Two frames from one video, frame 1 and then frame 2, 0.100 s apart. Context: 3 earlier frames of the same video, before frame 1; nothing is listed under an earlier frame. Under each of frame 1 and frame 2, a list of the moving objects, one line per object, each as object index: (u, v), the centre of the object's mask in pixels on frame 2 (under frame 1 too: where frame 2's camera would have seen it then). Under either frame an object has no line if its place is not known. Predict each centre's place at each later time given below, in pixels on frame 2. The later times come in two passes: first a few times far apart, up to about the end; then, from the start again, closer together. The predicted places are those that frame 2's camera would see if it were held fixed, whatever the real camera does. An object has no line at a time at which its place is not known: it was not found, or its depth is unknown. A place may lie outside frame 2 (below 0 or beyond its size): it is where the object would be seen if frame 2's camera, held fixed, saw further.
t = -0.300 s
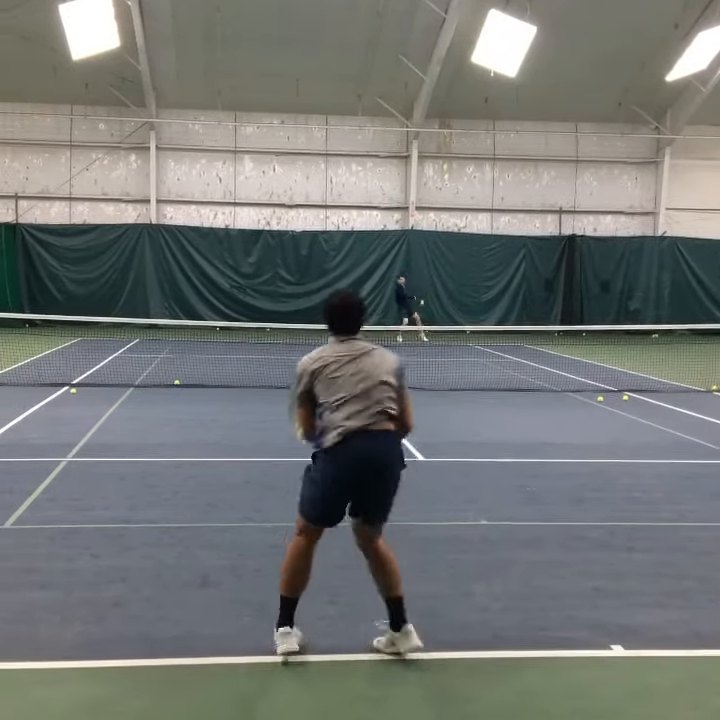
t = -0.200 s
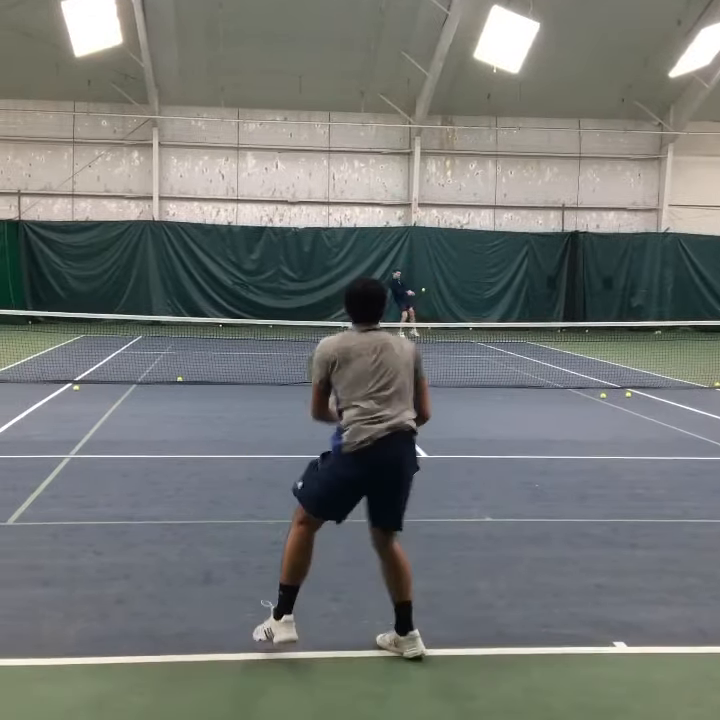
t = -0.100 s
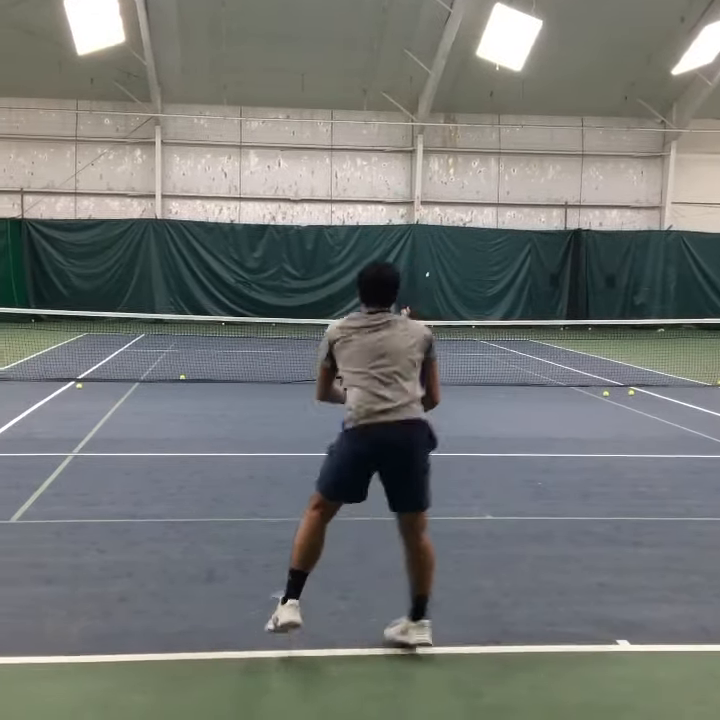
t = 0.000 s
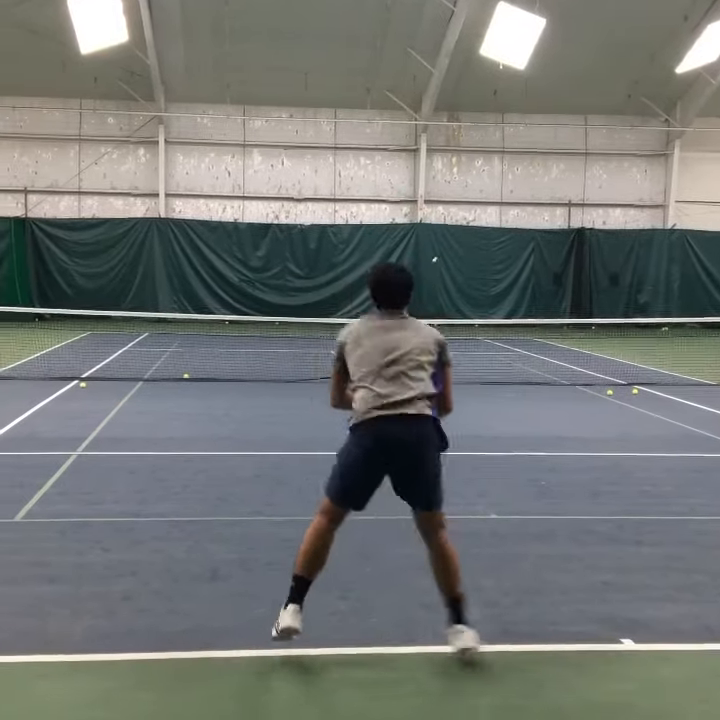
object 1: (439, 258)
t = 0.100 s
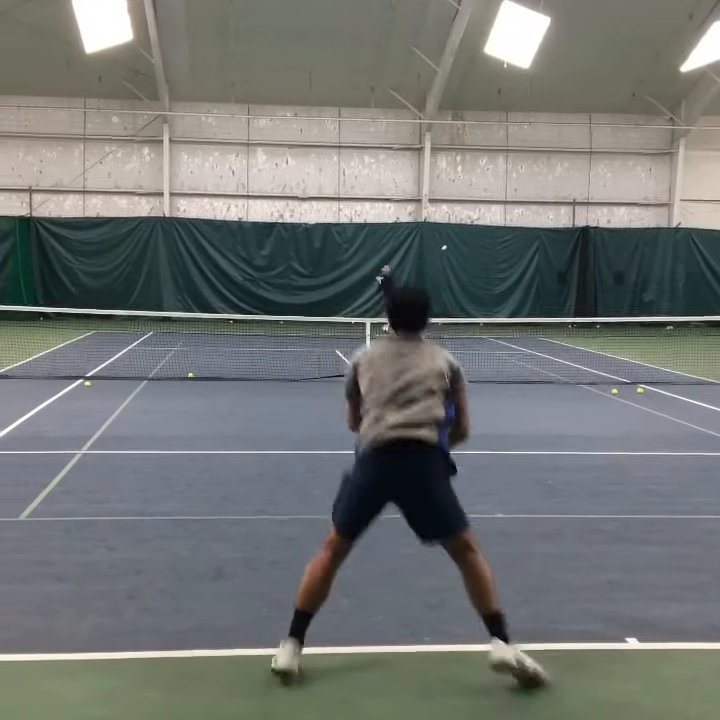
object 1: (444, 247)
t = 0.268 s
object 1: (456, 239)
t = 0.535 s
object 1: (492, 266)
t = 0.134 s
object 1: (447, 244)
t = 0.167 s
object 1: (448, 242)
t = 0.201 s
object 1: (451, 241)
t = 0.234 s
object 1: (454, 239)
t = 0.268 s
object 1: (456, 239)
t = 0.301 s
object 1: (460, 239)
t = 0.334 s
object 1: (463, 240)
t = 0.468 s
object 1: (480, 252)
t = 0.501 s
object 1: (486, 259)
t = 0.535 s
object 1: (492, 266)
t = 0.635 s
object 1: (514, 296)
